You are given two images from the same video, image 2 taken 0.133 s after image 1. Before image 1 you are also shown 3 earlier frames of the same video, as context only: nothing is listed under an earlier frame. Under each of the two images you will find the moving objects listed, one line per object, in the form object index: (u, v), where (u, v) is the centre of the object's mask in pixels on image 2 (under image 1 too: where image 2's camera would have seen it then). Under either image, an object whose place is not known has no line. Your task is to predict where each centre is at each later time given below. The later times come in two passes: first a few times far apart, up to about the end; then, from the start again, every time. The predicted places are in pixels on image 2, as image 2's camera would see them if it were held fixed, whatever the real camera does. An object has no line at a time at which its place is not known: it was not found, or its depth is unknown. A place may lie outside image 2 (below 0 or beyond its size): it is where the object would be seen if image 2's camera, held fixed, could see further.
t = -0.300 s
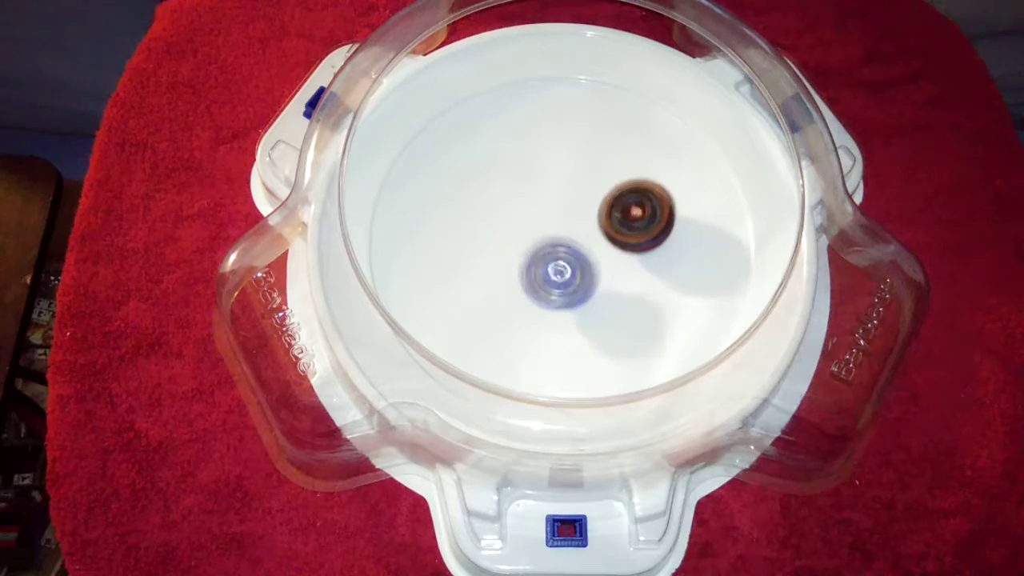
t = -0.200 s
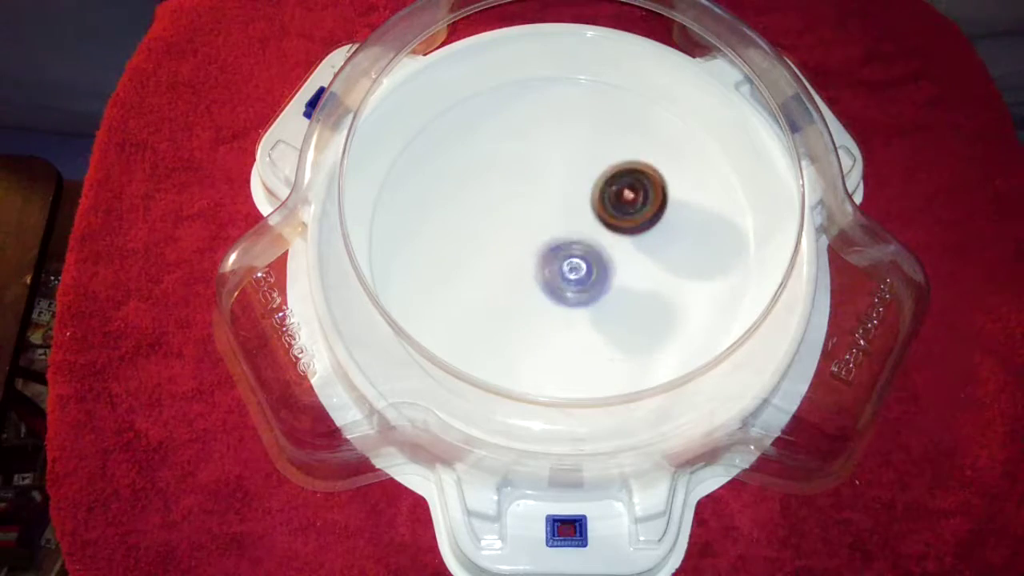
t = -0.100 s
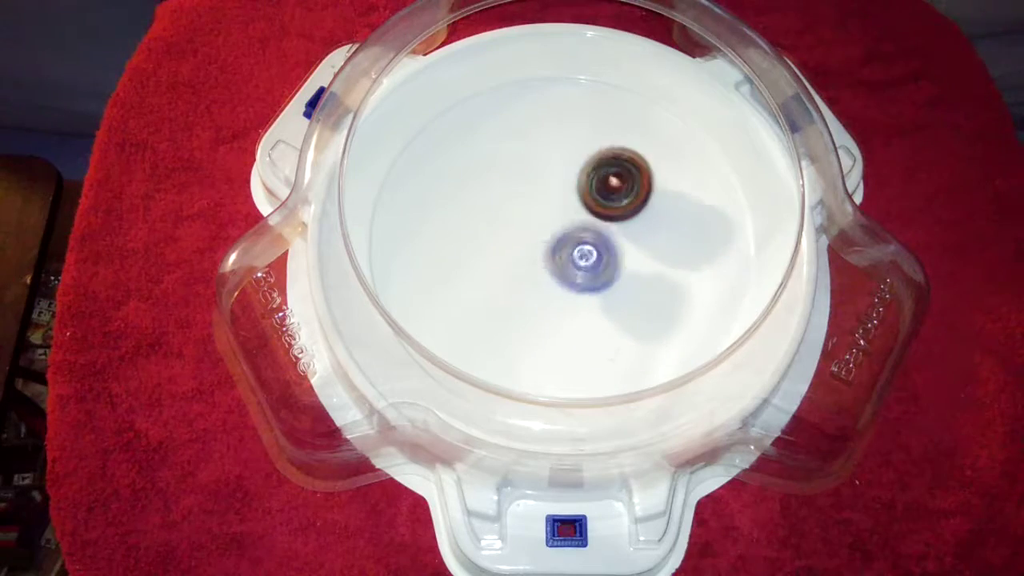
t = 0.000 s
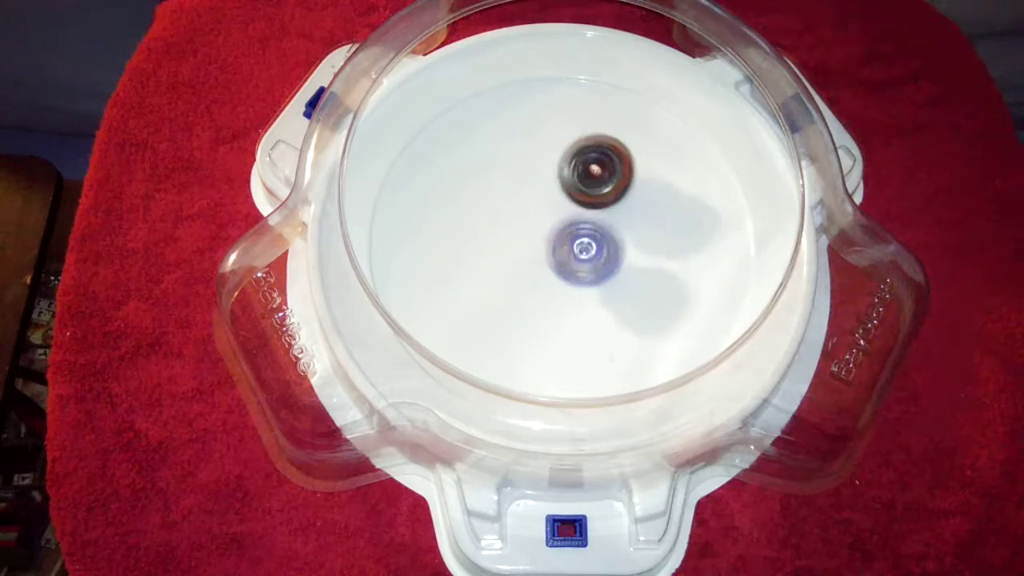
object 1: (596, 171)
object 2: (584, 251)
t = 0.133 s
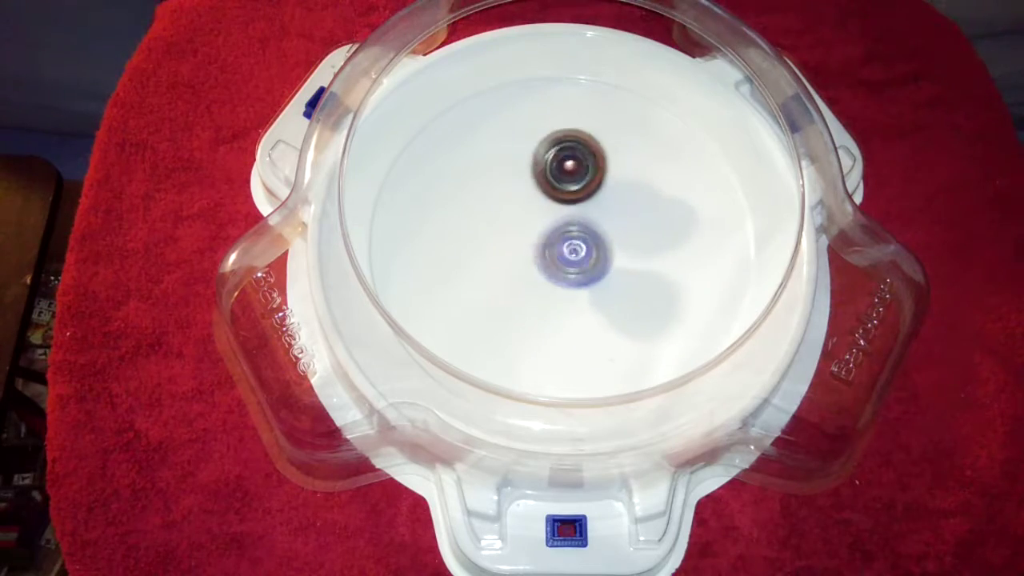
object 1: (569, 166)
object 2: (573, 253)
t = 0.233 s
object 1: (548, 171)
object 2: (564, 253)
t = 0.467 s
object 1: (507, 200)
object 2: (562, 268)
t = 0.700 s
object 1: (501, 248)
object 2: (588, 272)
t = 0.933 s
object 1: (530, 284)
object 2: (612, 234)
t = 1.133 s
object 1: (573, 288)
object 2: (611, 200)
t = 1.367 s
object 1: (613, 261)
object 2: (574, 190)
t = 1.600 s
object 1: (624, 221)
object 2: (528, 207)
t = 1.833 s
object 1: (598, 190)
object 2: (498, 231)
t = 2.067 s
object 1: (553, 186)
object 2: (527, 259)
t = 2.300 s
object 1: (521, 211)
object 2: (574, 271)
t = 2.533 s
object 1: (523, 250)
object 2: (613, 273)
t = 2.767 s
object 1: (553, 275)
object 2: (625, 241)
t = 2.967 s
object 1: (571, 280)
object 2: (637, 205)
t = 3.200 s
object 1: (592, 258)
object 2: (621, 181)
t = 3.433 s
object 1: (581, 241)
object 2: (587, 163)
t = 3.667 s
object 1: (570, 255)
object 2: (545, 140)
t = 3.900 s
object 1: (563, 263)
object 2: (527, 163)
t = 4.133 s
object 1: (566, 266)
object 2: (521, 197)
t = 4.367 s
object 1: (573, 259)
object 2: (498, 216)
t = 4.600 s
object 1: (581, 242)
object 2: (489, 239)
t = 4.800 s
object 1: (581, 218)
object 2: (504, 259)
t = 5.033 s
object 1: (569, 199)
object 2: (538, 279)
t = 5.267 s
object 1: (550, 204)
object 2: (582, 274)
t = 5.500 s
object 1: (548, 224)
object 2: (616, 280)
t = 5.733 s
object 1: (535, 227)
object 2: (653, 277)
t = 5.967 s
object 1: (539, 232)
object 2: (641, 262)
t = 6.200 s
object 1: (547, 233)
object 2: (626, 247)
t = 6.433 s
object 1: (535, 230)
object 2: (632, 242)
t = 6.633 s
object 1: (540, 233)
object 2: (621, 238)
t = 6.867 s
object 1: (533, 237)
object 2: (615, 227)
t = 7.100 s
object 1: (530, 244)
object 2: (616, 230)
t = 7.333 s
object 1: (535, 246)
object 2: (618, 229)
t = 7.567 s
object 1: (533, 250)
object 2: (622, 213)
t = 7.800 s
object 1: (539, 253)
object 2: (608, 215)
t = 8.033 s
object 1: (541, 250)
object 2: (608, 194)
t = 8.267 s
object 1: (536, 248)
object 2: (604, 192)
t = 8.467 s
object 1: (529, 258)
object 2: (608, 192)
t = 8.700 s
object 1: (538, 252)
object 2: (582, 202)
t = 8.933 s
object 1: (543, 266)
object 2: (582, 192)
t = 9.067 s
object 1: (544, 260)
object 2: (581, 200)
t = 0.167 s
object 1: (562, 167)
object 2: (570, 253)
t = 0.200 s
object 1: (555, 168)
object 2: (567, 253)
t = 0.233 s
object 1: (548, 171)
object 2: (564, 253)
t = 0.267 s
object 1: (541, 174)
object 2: (561, 253)
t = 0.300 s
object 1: (534, 178)
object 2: (558, 254)
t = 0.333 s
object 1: (527, 183)
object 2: (556, 255)
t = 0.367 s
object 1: (521, 187)
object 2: (554, 256)
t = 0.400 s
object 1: (515, 190)
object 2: (557, 261)
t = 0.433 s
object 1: (510, 194)
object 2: (559, 265)
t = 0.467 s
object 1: (507, 200)
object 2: (562, 268)
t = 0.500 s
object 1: (503, 206)
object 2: (564, 272)
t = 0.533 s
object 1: (500, 213)
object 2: (567, 274)
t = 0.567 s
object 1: (498, 220)
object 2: (572, 276)
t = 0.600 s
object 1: (497, 226)
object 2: (576, 277)
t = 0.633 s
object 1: (498, 233)
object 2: (580, 277)
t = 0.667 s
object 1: (499, 241)
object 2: (584, 274)
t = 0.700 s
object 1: (501, 248)
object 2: (588, 272)
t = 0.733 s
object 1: (505, 254)
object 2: (590, 267)
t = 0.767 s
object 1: (509, 260)
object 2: (592, 262)
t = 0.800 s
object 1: (512, 267)
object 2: (595, 257)
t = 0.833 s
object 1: (514, 272)
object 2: (601, 251)
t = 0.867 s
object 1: (518, 276)
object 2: (605, 245)
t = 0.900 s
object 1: (524, 280)
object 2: (608, 239)
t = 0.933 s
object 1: (530, 284)
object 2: (612, 234)
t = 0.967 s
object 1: (536, 287)
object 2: (614, 228)
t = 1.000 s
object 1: (544, 289)
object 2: (615, 222)
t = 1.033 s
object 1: (551, 290)
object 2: (615, 216)
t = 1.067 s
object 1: (558, 290)
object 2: (615, 210)
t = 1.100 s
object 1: (566, 290)
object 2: (614, 205)
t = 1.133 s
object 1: (573, 288)
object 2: (611, 200)
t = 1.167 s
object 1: (580, 286)
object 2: (608, 196)
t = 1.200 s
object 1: (587, 284)
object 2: (604, 192)
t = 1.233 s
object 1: (593, 280)
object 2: (599, 190)
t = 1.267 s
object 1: (599, 276)
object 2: (594, 188)
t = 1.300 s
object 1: (604, 272)
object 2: (587, 188)
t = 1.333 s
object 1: (609, 266)
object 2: (581, 188)
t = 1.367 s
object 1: (613, 261)
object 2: (574, 190)
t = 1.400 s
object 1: (616, 255)
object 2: (568, 192)
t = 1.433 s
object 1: (618, 248)
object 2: (562, 195)
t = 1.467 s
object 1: (619, 242)
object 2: (556, 199)
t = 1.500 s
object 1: (623, 237)
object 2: (548, 200)
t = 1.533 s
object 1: (624, 232)
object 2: (540, 201)
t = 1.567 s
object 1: (624, 226)
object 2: (534, 204)
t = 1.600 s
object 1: (624, 221)
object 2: (528, 207)
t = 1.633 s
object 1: (622, 215)
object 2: (522, 209)
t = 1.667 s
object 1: (620, 210)
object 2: (517, 212)
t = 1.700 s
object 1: (617, 205)
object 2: (511, 214)
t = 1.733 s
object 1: (613, 200)
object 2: (506, 219)
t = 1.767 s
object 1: (608, 196)
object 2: (502, 222)
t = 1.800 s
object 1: (603, 193)
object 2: (500, 227)
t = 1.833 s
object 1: (598, 190)
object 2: (498, 231)
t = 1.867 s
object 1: (592, 187)
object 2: (499, 236)
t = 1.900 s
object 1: (586, 185)
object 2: (501, 241)
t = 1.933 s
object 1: (579, 184)
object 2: (503, 245)
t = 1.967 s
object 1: (572, 183)
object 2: (508, 250)
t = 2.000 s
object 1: (566, 183)
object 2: (514, 254)
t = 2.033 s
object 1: (560, 184)
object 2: (521, 257)
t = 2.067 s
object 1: (553, 186)
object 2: (527, 259)
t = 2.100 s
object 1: (547, 188)
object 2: (535, 262)
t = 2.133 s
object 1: (542, 190)
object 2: (542, 263)
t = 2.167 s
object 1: (537, 193)
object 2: (549, 265)
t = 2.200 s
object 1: (532, 197)
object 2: (554, 268)
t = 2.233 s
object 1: (528, 201)
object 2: (562, 269)
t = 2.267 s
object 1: (524, 206)
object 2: (568, 271)
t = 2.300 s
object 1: (521, 211)
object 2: (574, 271)
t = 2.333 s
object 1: (519, 216)
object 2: (580, 272)
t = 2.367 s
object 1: (518, 222)
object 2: (585, 273)
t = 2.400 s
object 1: (517, 227)
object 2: (593, 275)
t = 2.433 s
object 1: (518, 233)
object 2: (597, 275)
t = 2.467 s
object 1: (519, 239)
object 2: (603, 276)
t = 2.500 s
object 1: (521, 245)
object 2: (608, 275)
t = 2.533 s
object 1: (523, 250)
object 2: (613, 273)
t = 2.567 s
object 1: (527, 255)
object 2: (616, 270)
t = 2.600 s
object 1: (531, 260)
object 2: (619, 266)
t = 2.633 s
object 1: (536, 265)
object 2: (620, 262)
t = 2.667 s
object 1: (541, 269)
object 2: (621, 256)
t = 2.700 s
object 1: (544, 272)
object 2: (624, 252)
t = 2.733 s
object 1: (548, 274)
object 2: (624, 247)
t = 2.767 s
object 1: (553, 275)
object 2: (625, 241)
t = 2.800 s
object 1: (558, 277)
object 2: (625, 235)
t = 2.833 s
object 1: (559, 281)
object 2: (631, 226)
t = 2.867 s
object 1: (560, 283)
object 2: (634, 219)
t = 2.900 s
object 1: (563, 283)
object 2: (635, 215)
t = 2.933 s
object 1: (567, 282)
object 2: (636, 209)
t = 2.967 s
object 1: (571, 280)
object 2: (637, 205)
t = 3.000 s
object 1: (574, 279)
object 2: (638, 199)
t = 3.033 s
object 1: (578, 276)
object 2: (638, 194)
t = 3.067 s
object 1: (582, 274)
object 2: (637, 189)
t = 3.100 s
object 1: (585, 270)
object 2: (635, 187)
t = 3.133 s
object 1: (588, 266)
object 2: (631, 183)
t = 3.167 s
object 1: (590, 262)
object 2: (627, 182)
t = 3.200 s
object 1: (592, 258)
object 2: (621, 181)
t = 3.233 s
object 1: (593, 254)
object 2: (616, 181)
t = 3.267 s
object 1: (592, 255)
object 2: (613, 177)
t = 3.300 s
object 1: (590, 254)
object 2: (609, 172)
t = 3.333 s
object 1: (588, 251)
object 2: (604, 169)
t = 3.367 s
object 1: (586, 247)
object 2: (599, 167)
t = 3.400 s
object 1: (584, 244)
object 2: (593, 165)
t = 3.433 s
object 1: (581, 241)
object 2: (587, 163)
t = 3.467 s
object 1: (579, 238)
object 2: (581, 163)
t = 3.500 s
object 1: (578, 240)
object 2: (575, 158)
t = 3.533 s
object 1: (577, 246)
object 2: (566, 151)
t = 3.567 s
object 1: (575, 250)
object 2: (559, 144)
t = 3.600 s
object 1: (573, 251)
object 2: (555, 141)
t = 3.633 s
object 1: (572, 253)
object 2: (550, 140)
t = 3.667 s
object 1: (570, 255)
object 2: (545, 140)
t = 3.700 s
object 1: (568, 256)
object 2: (541, 138)
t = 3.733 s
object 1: (568, 258)
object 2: (537, 138)
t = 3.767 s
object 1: (566, 259)
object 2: (532, 140)
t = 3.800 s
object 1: (565, 260)
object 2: (530, 145)
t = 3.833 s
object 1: (565, 261)
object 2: (528, 150)
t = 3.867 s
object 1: (563, 262)
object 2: (527, 156)
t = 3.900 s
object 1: (563, 263)
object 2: (527, 163)
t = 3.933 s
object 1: (564, 263)
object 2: (527, 169)
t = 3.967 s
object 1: (562, 263)
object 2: (527, 177)
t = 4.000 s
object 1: (562, 263)
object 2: (527, 183)
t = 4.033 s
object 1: (562, 263)
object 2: (527, 189)
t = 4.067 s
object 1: (561, 262)
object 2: (527, 195)
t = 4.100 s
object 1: (564, 264)
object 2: (525, 196)
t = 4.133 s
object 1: (566, 266)
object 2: (521, 197)
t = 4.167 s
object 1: (567, 266)
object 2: (520, 199)
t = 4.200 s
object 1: (568, 266)
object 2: (516, 202)
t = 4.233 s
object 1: (570, 265)
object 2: (512, 205)
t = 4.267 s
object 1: (570, 264)
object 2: (509, 208)
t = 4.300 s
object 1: (571, 263)
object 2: (504, 210)
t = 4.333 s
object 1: (572, 261)
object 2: (500, 213)
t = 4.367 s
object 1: (573, 259)
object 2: (498, 216)
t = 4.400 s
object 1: (573, 257)
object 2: (497, 220)
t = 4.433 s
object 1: (574, 255)
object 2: (496, 224)
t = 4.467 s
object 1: (574, 252)
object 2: (497, 227)
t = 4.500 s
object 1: (578, 250)
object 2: (493, 229)
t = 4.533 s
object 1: (580, 247)
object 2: (490, 232)
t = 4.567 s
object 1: (581, 245)
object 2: (489, 236)
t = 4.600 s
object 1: (581, 242)
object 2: (489, 239)
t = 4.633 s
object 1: (581, 238)
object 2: (490, 244)
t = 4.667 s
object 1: (580, 235)
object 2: (493, 246)
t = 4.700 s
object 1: (579, 231)
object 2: (497, 249)
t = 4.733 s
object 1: (578, 228)
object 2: (504, 252)
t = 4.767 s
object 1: (580, 223)
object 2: (504, 255)
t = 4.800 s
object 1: (581, 218)
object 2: (504, 259)
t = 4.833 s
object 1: (581, 214)
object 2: (507, 264)
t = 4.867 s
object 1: (580, 211)
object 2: (509, 269)
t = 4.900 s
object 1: (579, 208)
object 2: (514, 272)
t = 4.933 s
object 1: (576, 205)
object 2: (519, 276)
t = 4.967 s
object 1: (574, 202)
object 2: (525, 277)
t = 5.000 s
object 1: (572, 201)
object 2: (532, 280)
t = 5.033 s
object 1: (569, 199)
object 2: (538, 279)
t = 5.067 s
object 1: (566, 199)
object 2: (545, 280)
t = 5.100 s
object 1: (563, 198)
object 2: (551, 279)
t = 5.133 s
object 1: (560, 198)
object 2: (557, 278)
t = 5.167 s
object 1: (558, 200)
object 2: (563, 277)
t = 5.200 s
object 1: (555, 201)
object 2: (570, 276)
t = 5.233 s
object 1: (553, 203)
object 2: (576, 274)
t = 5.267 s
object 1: (550, 204)
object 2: (582, 274)
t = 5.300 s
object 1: (548, 204)
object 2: (586, 274)
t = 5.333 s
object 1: (548, 207)
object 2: (591, 274)
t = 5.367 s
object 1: (547, 210)
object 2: (598, 278)
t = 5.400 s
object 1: (546, 213)
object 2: (602, 278)
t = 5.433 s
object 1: (546, 217)
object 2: (608, 279)
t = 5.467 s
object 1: (546, 221)
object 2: (612, 280)
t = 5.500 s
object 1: (548, 224)
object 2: (616, 280)
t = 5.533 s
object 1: (549, 228)
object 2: (618, 277)
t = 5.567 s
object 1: (552, 231)
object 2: (621, 275)
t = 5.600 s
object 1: (553, 234)
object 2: (622, 273)
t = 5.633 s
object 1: (546, 232)
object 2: (634, 275)
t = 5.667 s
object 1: (539, 229)
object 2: (645, 278)
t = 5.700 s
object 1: (536, 227)
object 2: (649, 278)
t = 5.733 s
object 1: (535, 227)
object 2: (653, 277)
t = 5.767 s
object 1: (535, 227)
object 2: (656, 276)
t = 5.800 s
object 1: (534, 228)
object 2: (659, 274)
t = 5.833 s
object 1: (534, 229)
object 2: (660, 275)
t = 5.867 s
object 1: (535, 230)
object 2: (655, 272)
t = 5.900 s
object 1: (536, 230)
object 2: (653, 268)
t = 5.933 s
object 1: (537, 231)
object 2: (647, 266)
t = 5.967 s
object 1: (539, 232)
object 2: (641, 262)
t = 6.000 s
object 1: (540, 233)
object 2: (635, 259)
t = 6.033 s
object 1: (542, 233)
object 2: (629, 255)
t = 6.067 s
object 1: (545, 234)
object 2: (627, 252)
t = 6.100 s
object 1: (546, 234)
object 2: (624, 249)
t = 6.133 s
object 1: (546, 234)
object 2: (623, 247)
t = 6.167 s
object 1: (548, 234)
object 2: (623, 247)
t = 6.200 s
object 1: (547, 233)
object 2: (626, 247)
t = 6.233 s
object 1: (541, 232)
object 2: (631, 249)
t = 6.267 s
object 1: (540, 231)
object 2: (635, 247)
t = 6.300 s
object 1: (539, 230)
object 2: (636, 248)
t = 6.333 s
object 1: (538, 229)
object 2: (634, 248)
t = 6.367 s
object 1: (536, 230)
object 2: (633, 246)
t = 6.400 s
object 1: (536, 230)
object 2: (633, 244)
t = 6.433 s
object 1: (535, 230)
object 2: (632, 242)
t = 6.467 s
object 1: (535, 231)
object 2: (630, 242)
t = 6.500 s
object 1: (535, 231)
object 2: (629, 241)
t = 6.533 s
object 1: (537, 231)
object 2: (627, 241)
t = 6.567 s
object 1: (537, 232)
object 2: (625, 240)
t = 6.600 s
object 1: (538, 233)
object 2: (623, 242)
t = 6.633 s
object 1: (540, 233)
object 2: (621, 238)
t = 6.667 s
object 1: (541, 233)
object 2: (617, 236)
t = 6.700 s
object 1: (541, 233)
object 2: (615, 235)
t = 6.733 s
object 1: (539, 235)
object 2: (617, 233)
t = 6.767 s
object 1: (536, 235)
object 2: (617, 232)
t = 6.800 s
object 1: (535, 236)
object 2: (616, 230)
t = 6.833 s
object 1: (534, 237)
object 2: (615, 229)
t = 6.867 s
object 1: (533, 237)
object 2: (615, 227)
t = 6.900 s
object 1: (531, 239)
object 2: (618, 228)
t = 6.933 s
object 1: (531, 240)
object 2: (617, 229)
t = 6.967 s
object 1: (531, 240)
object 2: (615, 229)
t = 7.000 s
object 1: (531, 240)
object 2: (615, 229)
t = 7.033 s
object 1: (531, 242)
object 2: (614, 229)
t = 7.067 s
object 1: (533, 242)
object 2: (613, 229)
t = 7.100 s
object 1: (530, 244)
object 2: (616, 230)
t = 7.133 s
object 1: (528, 245)
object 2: (621, 231)
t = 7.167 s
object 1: (529, 245)
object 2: (623, 231)
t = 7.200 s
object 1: (529, 245)
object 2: (623, 230)
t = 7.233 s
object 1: (530, 246)
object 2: (622, 231)
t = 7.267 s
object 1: (531, 246)
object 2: (623, 231)
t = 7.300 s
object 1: (533, 246)
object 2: (623, 231)
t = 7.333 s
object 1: (535, 246)
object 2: (618, 229)
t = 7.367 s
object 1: (537, 246)
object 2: (615, 226)
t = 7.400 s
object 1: (538, 245)
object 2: (615, 224)
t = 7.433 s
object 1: (540, 244)
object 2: (615, 223)
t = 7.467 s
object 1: (538, 247)
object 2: (616, 222)
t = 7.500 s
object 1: (535, 247)
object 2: (618, 216)
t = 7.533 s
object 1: (534, 250)
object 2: (621, 214)
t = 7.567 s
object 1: (533, 250)
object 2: (622, 213)
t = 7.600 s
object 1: (532, 250)
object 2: (622, 214)
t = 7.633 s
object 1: (532, 252)
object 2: (620, 217)
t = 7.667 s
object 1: (533, 253)
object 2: (617, 217)
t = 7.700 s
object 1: (534, 254)
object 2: (613, 218)
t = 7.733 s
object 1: (536, 254)
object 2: (611, 216)
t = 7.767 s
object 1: (537, 253)
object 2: (610, 215)
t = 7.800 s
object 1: (539, 253)
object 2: (608, 215)
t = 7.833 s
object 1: (541, 252)
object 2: (606, 215)
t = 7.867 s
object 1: (543, 251)
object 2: (603, 213)
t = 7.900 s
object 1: (542, 252)
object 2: (604, 210)
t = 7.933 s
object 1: (541, 253)
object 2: (604, 202)
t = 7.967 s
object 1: (541, 252)
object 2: (607, 197)
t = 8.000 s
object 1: (541, 251)
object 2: (608, 195)
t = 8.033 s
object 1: (541, 250)
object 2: (608, 194)
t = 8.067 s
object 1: (541, 250)
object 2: (606, 193)
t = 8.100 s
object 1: (542, 249)
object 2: (603, 195)
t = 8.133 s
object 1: (542, 248)
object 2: (602, 195)
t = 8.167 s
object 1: (543, 246)
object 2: (601, 195)
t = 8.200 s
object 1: (542, 244)
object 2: (599, 196)
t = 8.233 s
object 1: (542, 244)
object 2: (599, 197)
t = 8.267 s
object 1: (536, 248)
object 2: (604, 192)
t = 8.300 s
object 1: (532, 255)
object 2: (614, 185)
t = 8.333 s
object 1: (531, 258)
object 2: (622, 184)
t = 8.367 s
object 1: (531, 259)
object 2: (626, 187)
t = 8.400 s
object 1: (531, 260)
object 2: (624, 191)
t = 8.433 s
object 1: (530, 259)
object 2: (616, 194)
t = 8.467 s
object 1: (529, 258)
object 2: (608, 192)
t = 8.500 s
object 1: (530, 259)
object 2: (601, 192)
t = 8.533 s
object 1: (532, 260)
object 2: (600, 190)
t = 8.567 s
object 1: (536, 259)
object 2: (597, 193)
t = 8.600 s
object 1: (538, 256)
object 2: (592, 196)
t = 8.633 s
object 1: (538, 254)
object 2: (588, 198)
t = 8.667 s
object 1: (539, 253)
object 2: (585, 200)
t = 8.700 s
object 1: (538, 252)
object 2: (582, 202)
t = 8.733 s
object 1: (538, 251)
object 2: (582, 203)
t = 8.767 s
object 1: (537, 257)
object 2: (584, 199)
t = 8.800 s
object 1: (540, 264)
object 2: (584, 192)
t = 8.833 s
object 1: (541, 265)
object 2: (585, 189)
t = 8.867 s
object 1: (541, 266)
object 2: (585, 188)
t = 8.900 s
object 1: (541, 266)
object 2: (584, 190)
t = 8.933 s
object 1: (543, 266)
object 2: (582, 192)
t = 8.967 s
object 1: (542, 264)
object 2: (580, 193)
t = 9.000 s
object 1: (542, 262)
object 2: (579, 195)
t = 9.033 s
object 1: (543, 262)
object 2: (579, 198)
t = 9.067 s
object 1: (544, 260)
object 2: (581, 200)
